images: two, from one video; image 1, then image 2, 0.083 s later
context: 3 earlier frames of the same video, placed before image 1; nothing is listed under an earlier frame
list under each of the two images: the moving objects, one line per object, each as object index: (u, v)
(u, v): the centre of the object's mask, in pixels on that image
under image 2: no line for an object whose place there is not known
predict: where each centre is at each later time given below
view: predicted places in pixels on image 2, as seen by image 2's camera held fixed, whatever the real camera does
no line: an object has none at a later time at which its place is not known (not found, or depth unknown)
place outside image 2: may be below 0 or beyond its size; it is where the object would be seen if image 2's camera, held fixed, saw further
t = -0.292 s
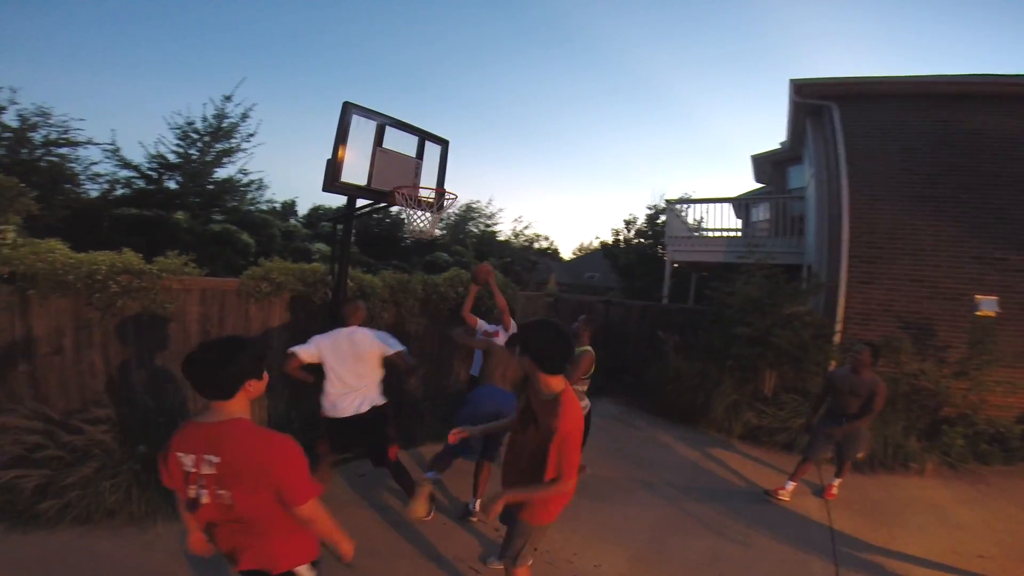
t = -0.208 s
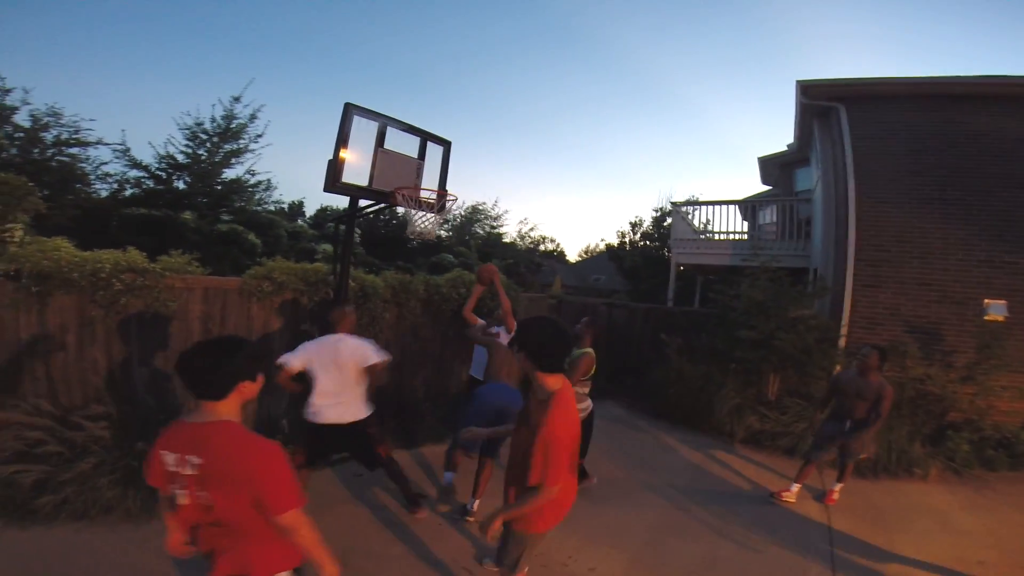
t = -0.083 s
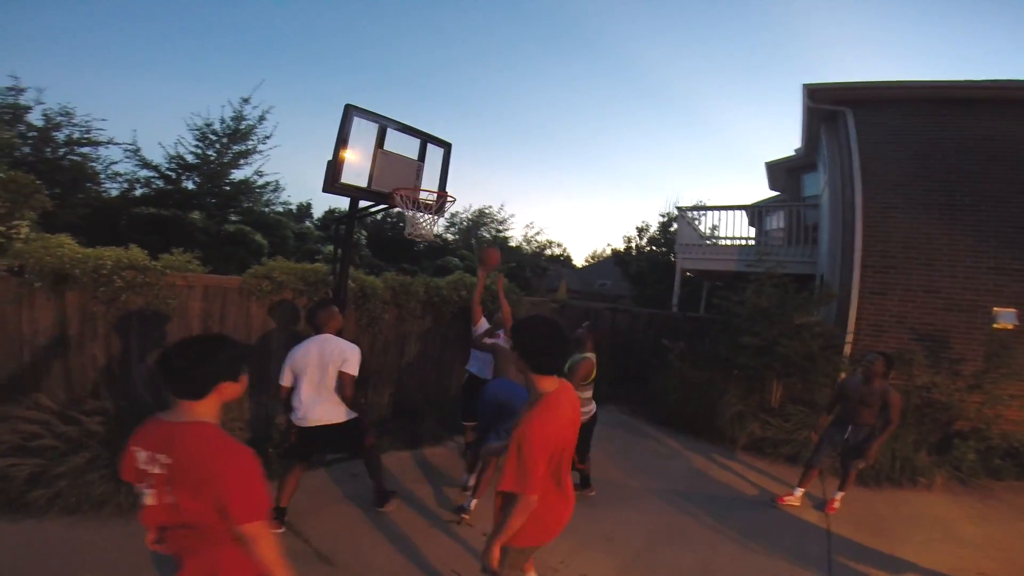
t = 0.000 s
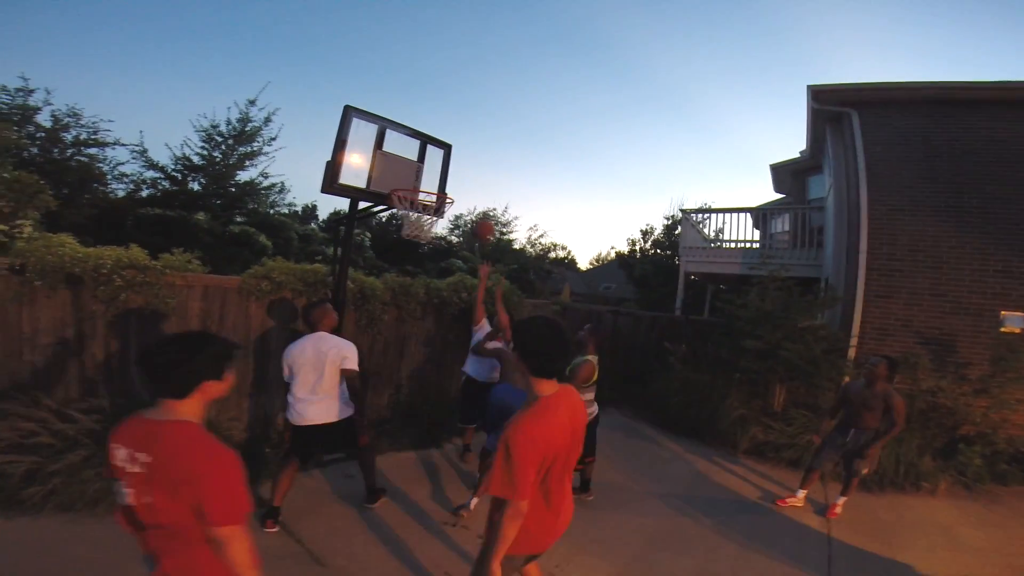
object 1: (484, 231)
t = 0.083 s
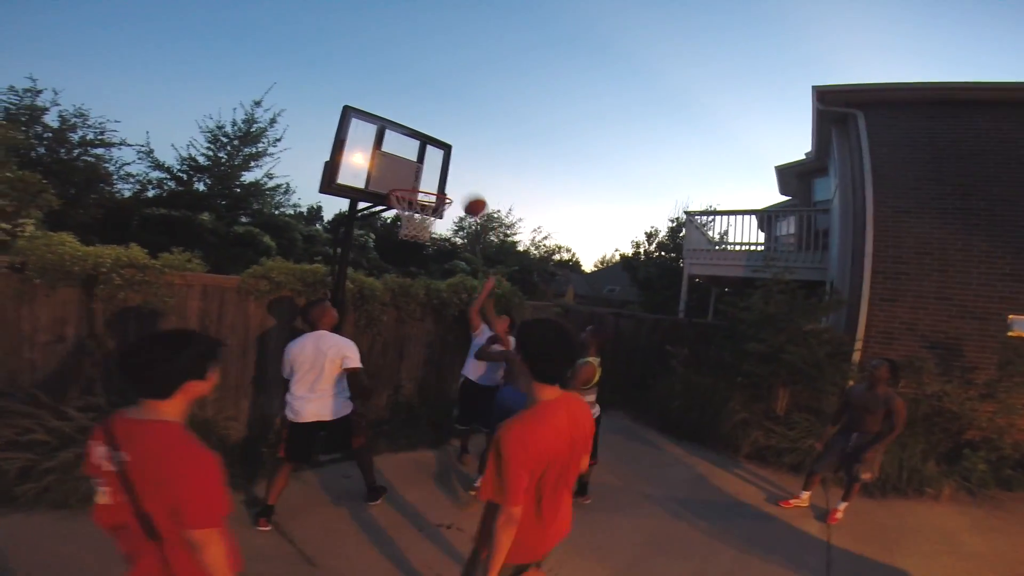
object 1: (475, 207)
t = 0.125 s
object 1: (472, 197)
